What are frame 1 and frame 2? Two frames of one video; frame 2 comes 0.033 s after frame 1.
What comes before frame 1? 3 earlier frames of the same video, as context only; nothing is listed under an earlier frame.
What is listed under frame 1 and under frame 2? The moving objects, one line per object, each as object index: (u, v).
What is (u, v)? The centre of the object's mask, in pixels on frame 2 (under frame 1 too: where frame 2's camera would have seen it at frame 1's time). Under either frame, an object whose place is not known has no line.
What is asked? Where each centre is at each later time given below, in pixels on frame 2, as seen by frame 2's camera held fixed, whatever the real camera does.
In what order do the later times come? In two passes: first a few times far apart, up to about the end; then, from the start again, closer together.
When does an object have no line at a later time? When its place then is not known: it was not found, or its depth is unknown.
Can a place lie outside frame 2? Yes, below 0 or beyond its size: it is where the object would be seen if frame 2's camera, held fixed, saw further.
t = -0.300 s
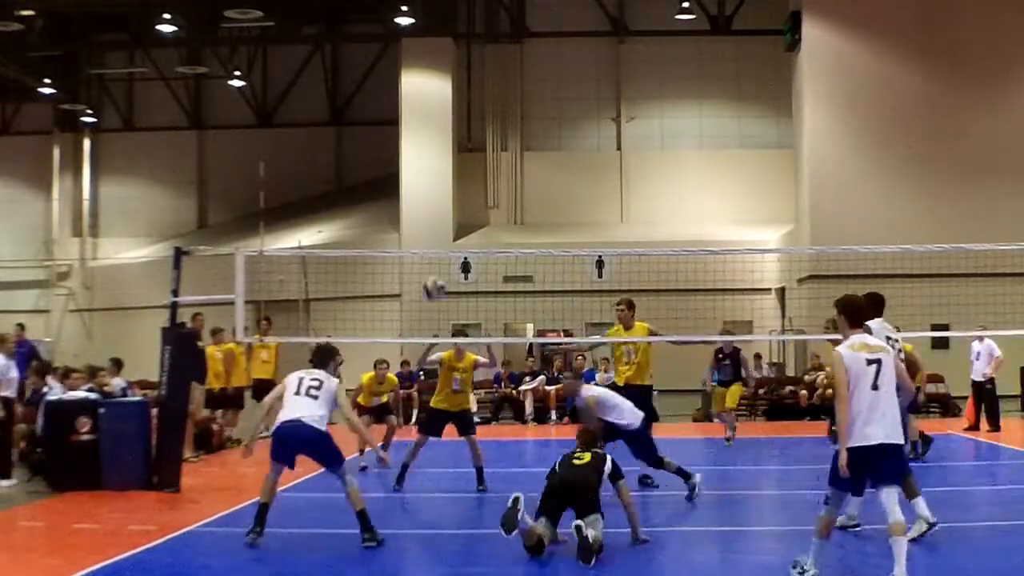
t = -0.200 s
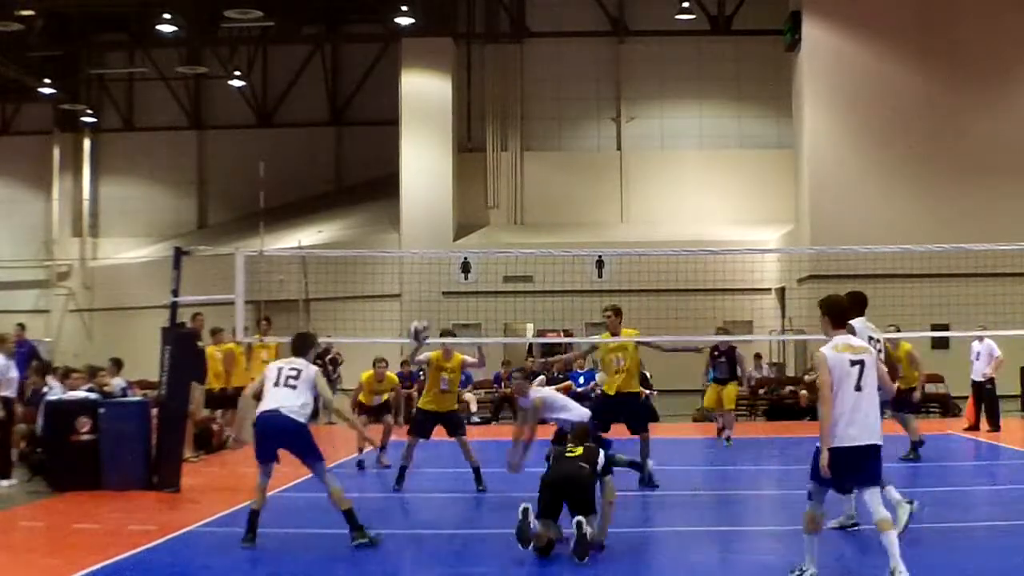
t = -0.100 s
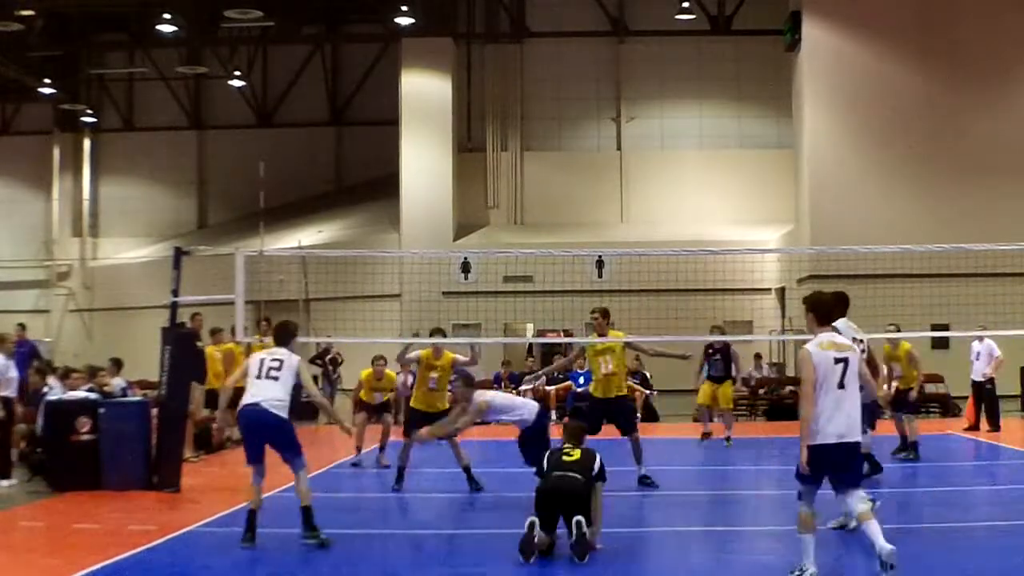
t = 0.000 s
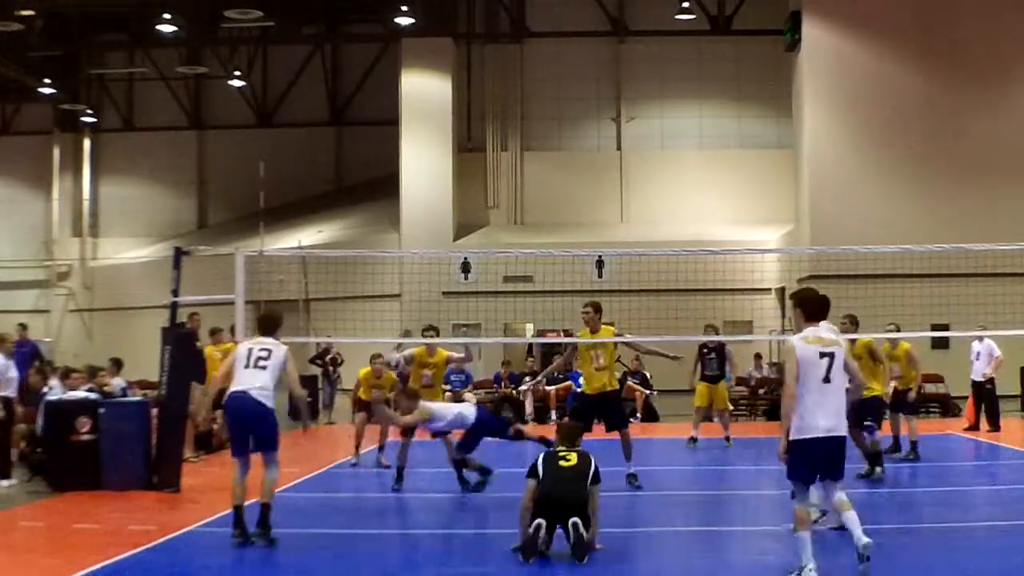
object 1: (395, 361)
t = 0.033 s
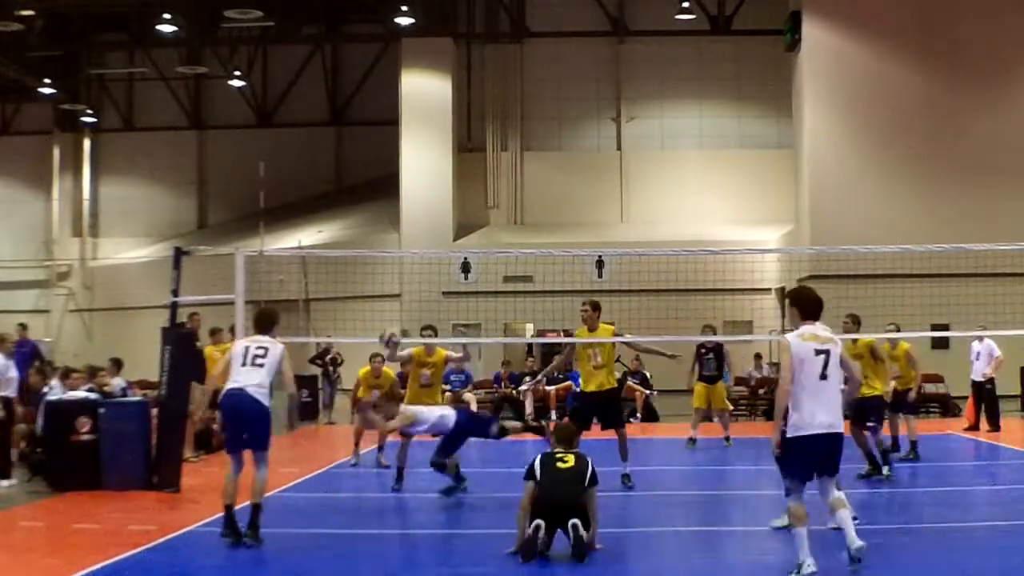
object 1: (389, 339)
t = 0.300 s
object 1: (374, 182)
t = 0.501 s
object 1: (364, 113)
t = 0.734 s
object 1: (354, 85)
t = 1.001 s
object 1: (342, 126)
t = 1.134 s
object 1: (336, 176)
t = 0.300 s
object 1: (374, 182)
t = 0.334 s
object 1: (372, 168)
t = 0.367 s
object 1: (370, 155)
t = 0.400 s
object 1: (369, 142)
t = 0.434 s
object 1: (367, 132)
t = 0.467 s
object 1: (366, 121)
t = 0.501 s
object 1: (364, 113)
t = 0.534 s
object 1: (363, 105)
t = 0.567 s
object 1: (361, 100)
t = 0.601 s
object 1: (360, 93)
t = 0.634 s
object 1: (358, 91)
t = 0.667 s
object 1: (357, 88)
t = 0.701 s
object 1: (355, 86)
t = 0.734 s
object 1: (354, 85)
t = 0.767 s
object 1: (353, 87)
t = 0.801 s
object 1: (351, 88)
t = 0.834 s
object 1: (350, 92)
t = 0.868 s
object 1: (348, 96)
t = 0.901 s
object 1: (347, 102)
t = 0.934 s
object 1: (345, 108)
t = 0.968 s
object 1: (344, 116)
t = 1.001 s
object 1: (342, 126)
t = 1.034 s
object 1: (341, 136)
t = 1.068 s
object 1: (339, 147)
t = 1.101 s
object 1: (337, 162)
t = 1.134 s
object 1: (336, 176)
